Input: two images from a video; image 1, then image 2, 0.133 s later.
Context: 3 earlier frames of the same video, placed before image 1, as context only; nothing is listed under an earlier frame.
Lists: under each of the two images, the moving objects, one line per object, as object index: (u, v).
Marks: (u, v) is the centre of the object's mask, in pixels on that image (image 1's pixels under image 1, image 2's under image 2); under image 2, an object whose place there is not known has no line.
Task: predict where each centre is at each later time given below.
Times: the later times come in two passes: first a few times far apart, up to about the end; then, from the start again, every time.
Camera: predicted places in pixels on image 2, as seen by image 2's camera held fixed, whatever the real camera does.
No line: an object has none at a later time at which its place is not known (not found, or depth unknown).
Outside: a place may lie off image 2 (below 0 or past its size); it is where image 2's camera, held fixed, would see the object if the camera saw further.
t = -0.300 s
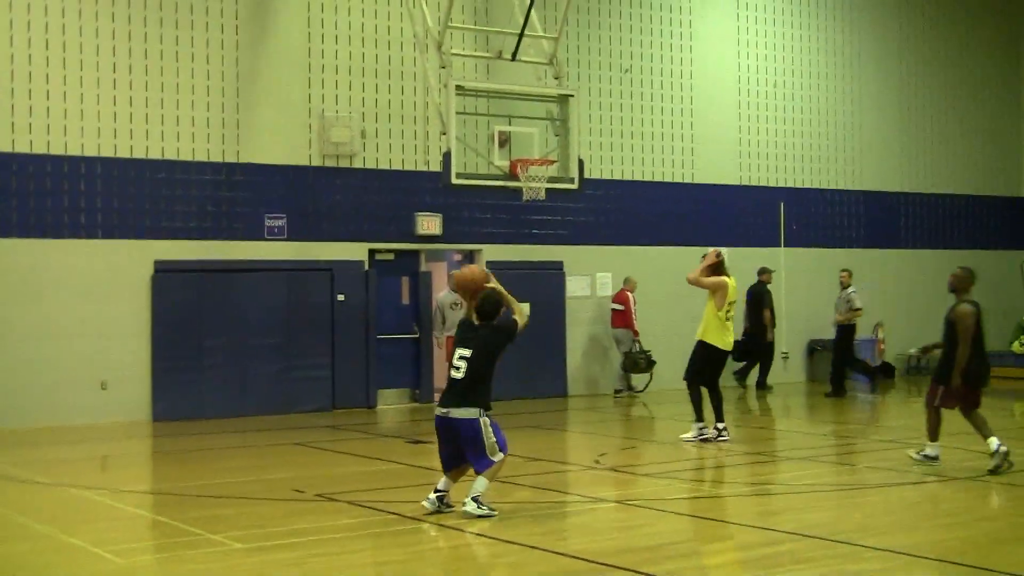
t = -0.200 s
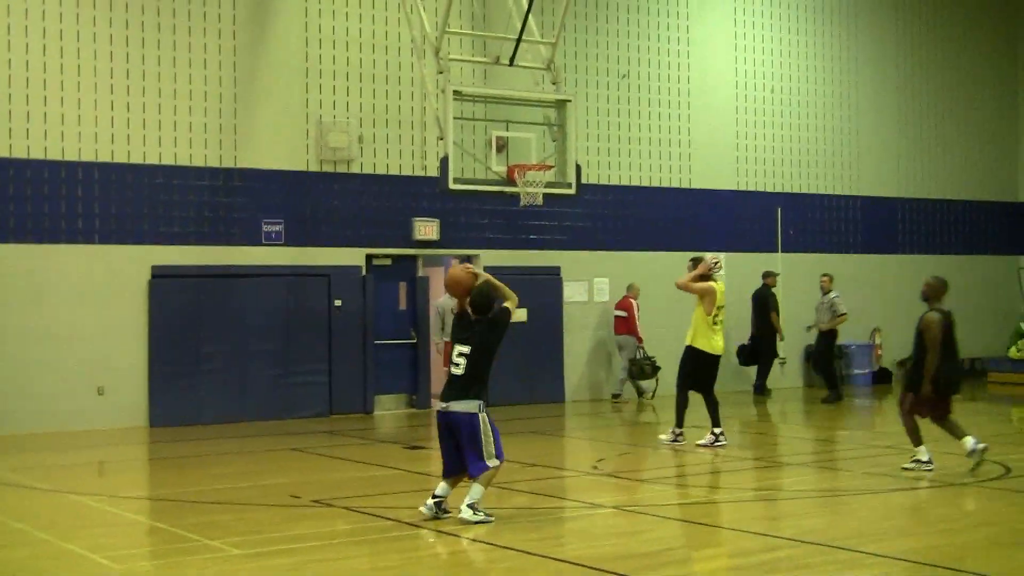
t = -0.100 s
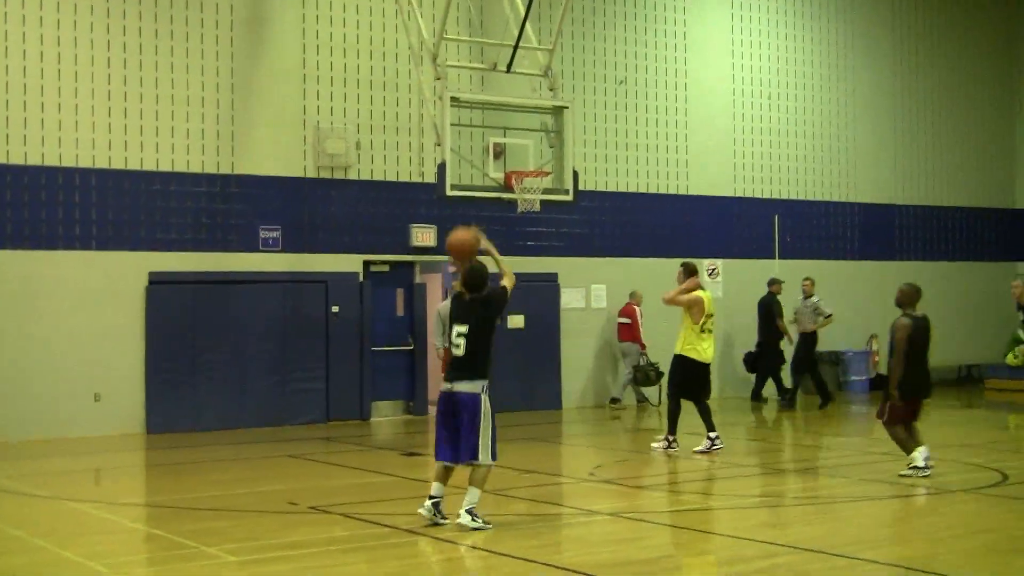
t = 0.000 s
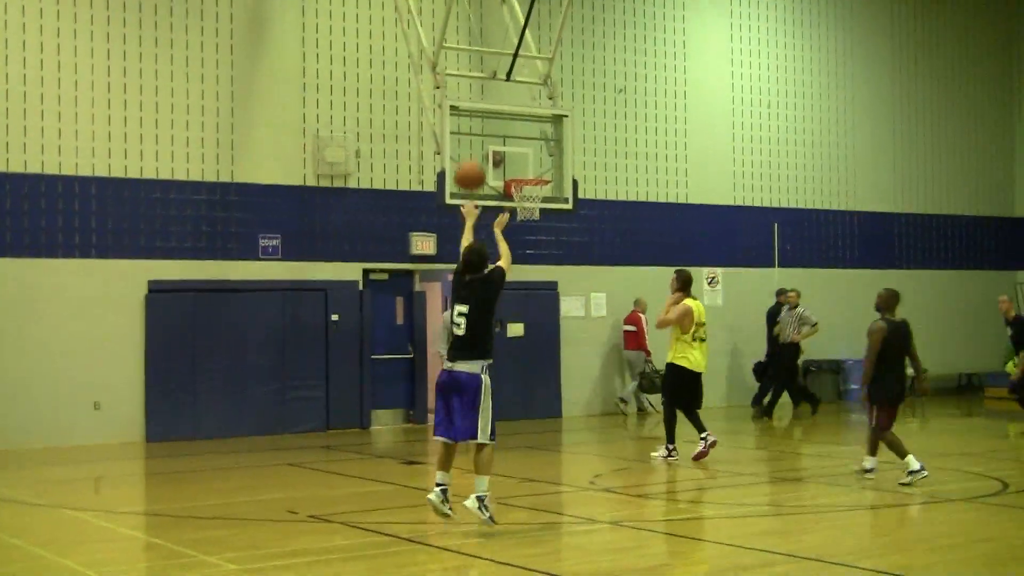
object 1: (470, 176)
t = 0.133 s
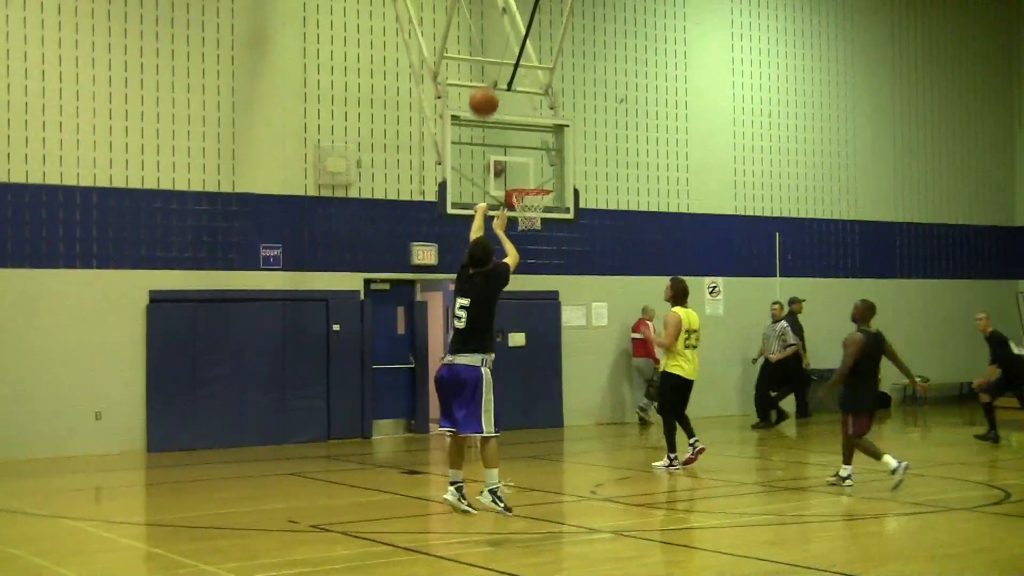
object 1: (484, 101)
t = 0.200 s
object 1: (489, 73)
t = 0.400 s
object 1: (505, 23)
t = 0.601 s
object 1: (519, 21)
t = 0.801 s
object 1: (531, 56)
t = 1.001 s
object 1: (542, 121)
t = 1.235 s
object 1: (532, 161)
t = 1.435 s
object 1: (522, 128)
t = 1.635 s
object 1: (527, 126)
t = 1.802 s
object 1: (532, 151)
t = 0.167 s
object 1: (486, 86)
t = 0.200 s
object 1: (489, 73)
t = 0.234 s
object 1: (492, 60)
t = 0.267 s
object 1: (495, 50)
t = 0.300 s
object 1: (497, 40)
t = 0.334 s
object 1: (501, 33)
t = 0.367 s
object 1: (503, 27)
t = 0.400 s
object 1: (505, 23)
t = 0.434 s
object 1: (508, 20)
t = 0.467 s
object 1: (510, 18)
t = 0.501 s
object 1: (512, 17)
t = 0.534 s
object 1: (515, 17)
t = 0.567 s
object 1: (516, 18)
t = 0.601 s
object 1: (519, 21)
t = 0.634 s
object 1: (521, 25)
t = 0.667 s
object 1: (523, 29)
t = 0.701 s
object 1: (525, 34)
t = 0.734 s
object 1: (527, 41)
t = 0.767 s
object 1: (529, 48)
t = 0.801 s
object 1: (531, 56)
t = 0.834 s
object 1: (533, 65)
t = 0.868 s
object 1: (535, 75)
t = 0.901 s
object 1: (537, 85)
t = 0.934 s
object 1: (538, 97)
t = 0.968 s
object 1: (540, 108)
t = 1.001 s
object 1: (542, 121)
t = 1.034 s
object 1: (543, 135)
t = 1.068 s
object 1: (544, 150)
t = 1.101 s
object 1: (546, 164)
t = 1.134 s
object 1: (547, 180)
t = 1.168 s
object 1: (544, 177)
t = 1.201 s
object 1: (537, 169)
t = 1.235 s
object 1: (532, 161)
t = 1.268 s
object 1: (526, 155)
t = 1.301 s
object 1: (520, 148)
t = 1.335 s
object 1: (520, 141)
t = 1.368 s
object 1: (521, 137)
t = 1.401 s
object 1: (522, 132)
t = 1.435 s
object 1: (522, 128)
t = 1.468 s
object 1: (523, 125)
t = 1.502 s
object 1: (524, 124)
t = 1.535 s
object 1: (525, 123)
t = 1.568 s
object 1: (525, 123)
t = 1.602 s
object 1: (526, 124)
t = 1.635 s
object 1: (527, 126)
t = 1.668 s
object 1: (528, 128)
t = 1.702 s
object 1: (529, 132)
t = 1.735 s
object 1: (529, 137)
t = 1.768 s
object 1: (531, 143)
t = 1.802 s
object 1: (532, 151)
